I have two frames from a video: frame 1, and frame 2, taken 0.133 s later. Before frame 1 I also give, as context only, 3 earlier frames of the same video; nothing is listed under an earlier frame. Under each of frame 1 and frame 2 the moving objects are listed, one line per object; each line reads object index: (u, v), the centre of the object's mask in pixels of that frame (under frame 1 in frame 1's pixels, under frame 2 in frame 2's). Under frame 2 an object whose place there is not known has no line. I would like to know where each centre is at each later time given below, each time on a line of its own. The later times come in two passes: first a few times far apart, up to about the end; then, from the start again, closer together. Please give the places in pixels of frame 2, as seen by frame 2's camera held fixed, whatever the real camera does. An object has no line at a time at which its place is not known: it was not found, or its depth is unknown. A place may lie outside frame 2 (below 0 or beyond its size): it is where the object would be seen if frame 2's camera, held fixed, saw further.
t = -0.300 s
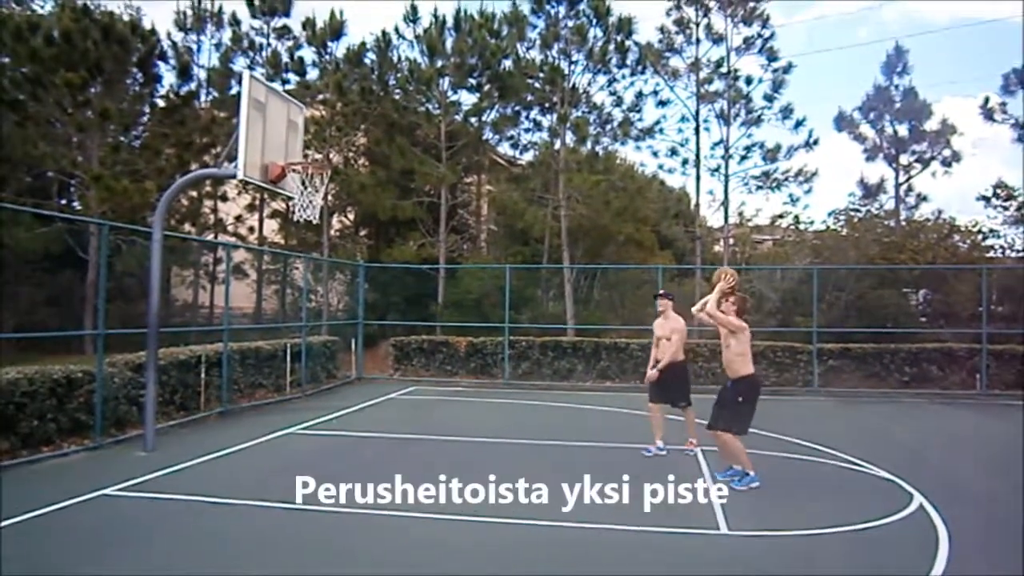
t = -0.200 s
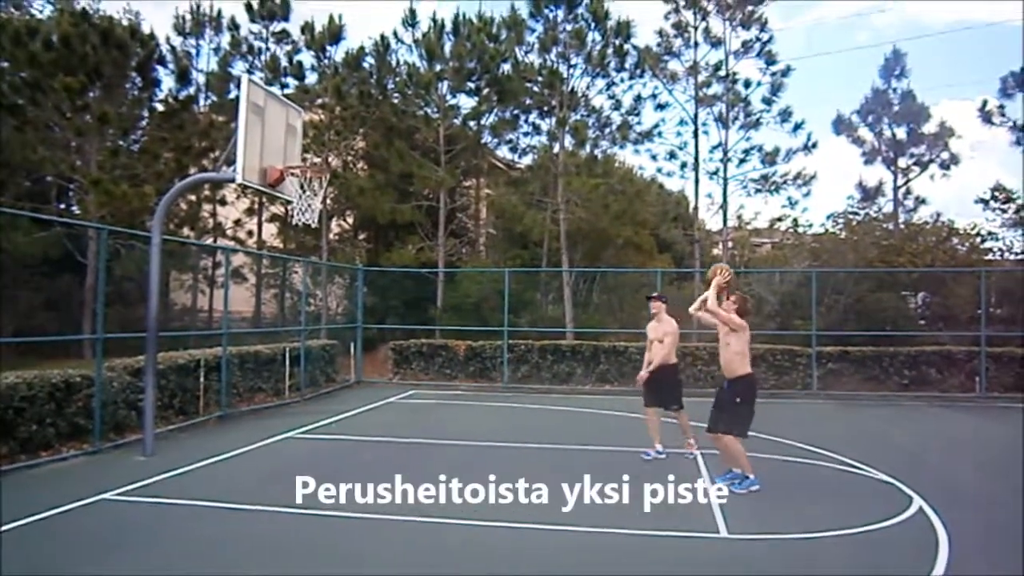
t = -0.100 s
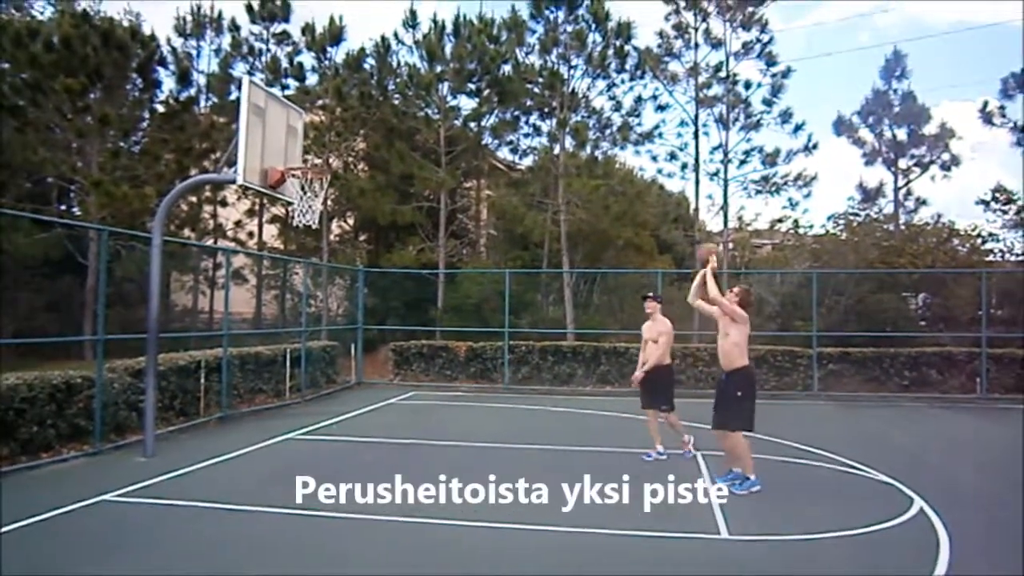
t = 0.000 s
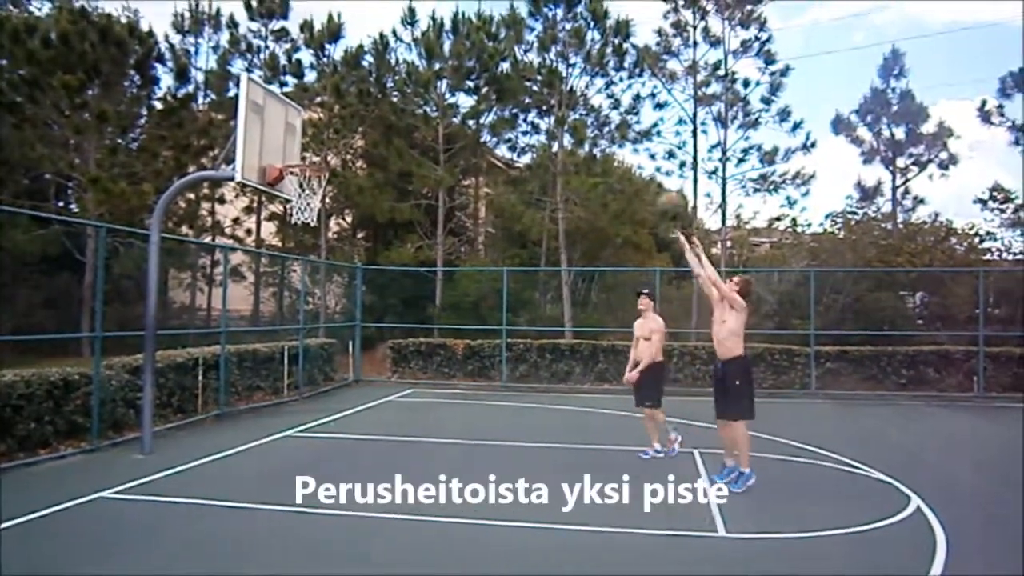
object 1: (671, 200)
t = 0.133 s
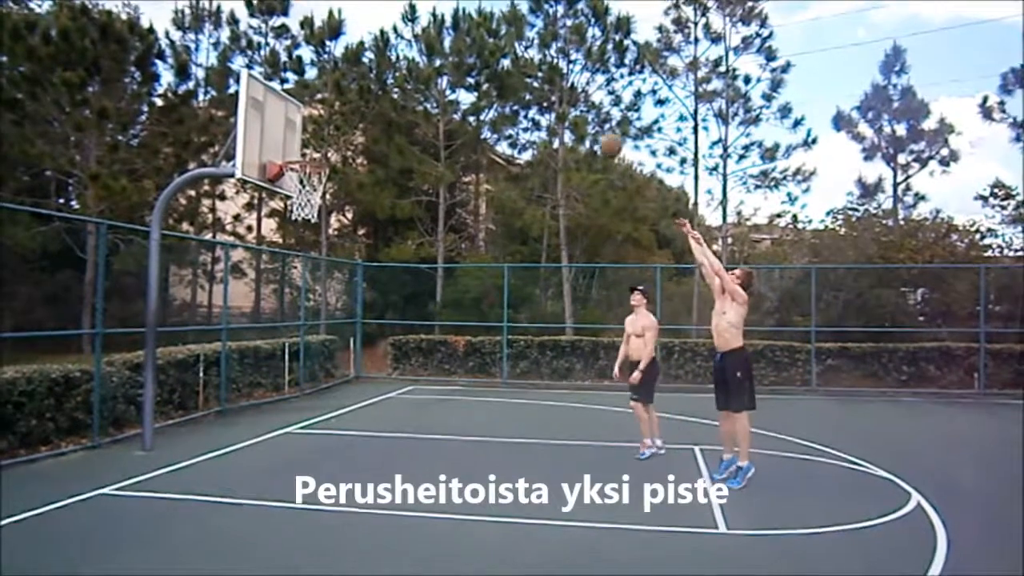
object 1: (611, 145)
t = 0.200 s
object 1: (578, 124)
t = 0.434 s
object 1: (484, 88)
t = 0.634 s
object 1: (404, 99)
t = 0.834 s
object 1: (326, 146)
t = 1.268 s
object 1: (308, 200)
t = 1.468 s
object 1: (325, 244)
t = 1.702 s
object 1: (343, 344)
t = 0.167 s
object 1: (596, 134)
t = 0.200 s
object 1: (578, 124)
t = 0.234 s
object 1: (566, 116)
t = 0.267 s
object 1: (553, 109)
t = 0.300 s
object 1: (539, 102)
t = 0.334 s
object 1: (524, 97)
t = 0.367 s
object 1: (510, 93)
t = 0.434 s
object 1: (484, 88)
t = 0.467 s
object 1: (470, 88)
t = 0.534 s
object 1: (442, 89)
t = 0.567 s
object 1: (429, 91)
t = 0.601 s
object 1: (416, 96)
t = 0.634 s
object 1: (404, 99)
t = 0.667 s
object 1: (390, 104)
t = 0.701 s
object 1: (377, 111)
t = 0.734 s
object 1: (364, 119)
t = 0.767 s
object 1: (351, 127)
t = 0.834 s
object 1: (326, 146)
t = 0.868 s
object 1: (315, 156)
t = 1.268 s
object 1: (308, 200)
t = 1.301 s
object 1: (312, 205)
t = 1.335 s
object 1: (315, 207)
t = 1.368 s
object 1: (317, 216)
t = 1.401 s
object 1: (319, 224)
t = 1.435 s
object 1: (322, 233)
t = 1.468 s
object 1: (325, 244)
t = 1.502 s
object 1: (328, 256)
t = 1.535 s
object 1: (330, 269)
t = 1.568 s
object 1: (332, 282)
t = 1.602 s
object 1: (335, 297)
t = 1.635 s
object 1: (338, 310)
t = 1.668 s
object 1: (340, 327)
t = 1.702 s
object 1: (343, 344)
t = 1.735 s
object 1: (344, 362)
